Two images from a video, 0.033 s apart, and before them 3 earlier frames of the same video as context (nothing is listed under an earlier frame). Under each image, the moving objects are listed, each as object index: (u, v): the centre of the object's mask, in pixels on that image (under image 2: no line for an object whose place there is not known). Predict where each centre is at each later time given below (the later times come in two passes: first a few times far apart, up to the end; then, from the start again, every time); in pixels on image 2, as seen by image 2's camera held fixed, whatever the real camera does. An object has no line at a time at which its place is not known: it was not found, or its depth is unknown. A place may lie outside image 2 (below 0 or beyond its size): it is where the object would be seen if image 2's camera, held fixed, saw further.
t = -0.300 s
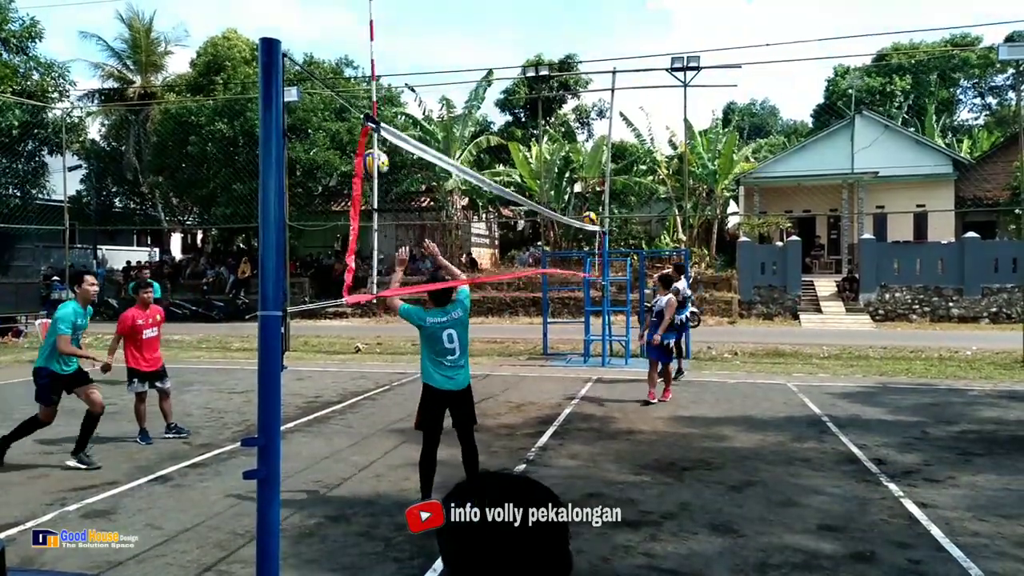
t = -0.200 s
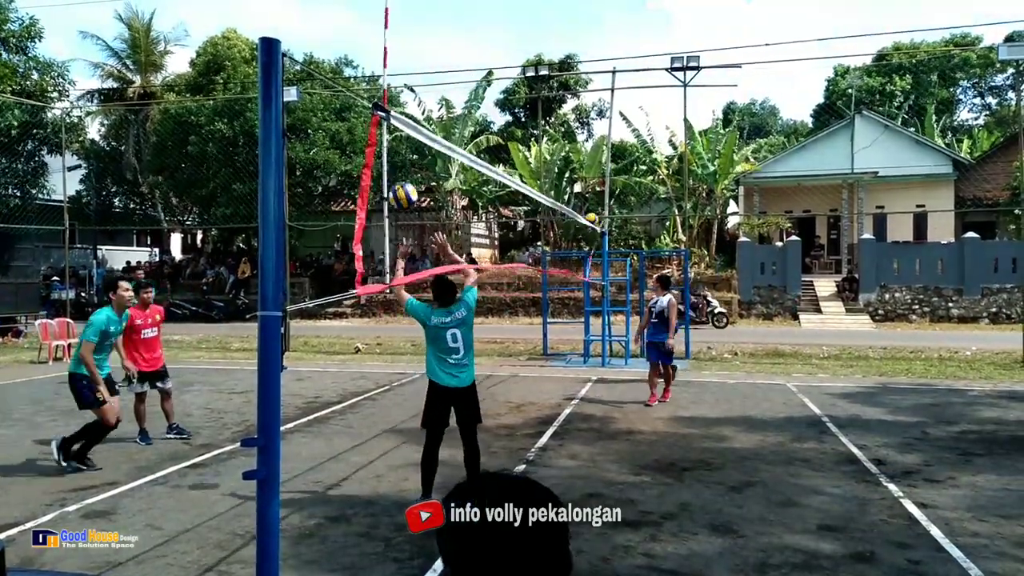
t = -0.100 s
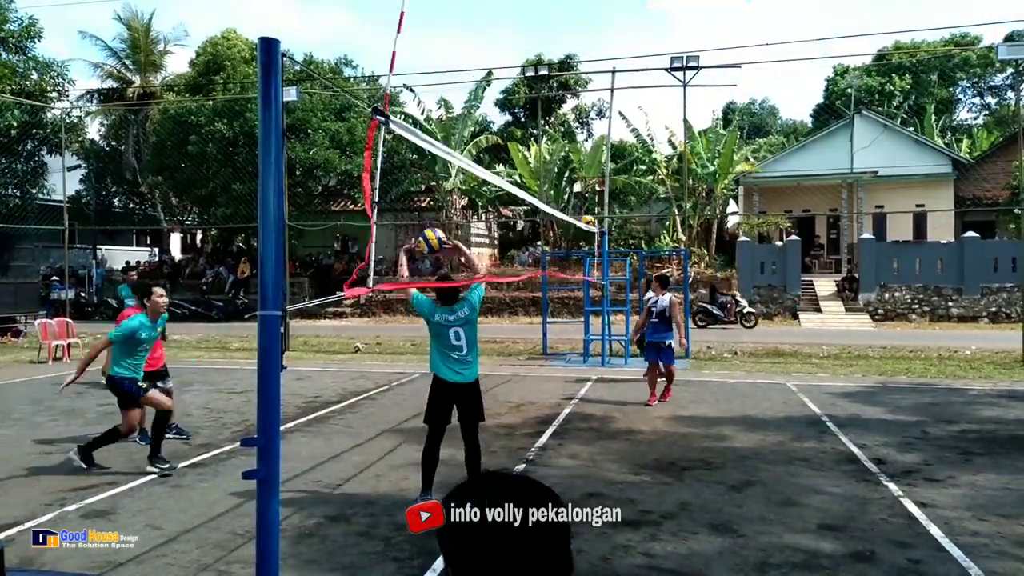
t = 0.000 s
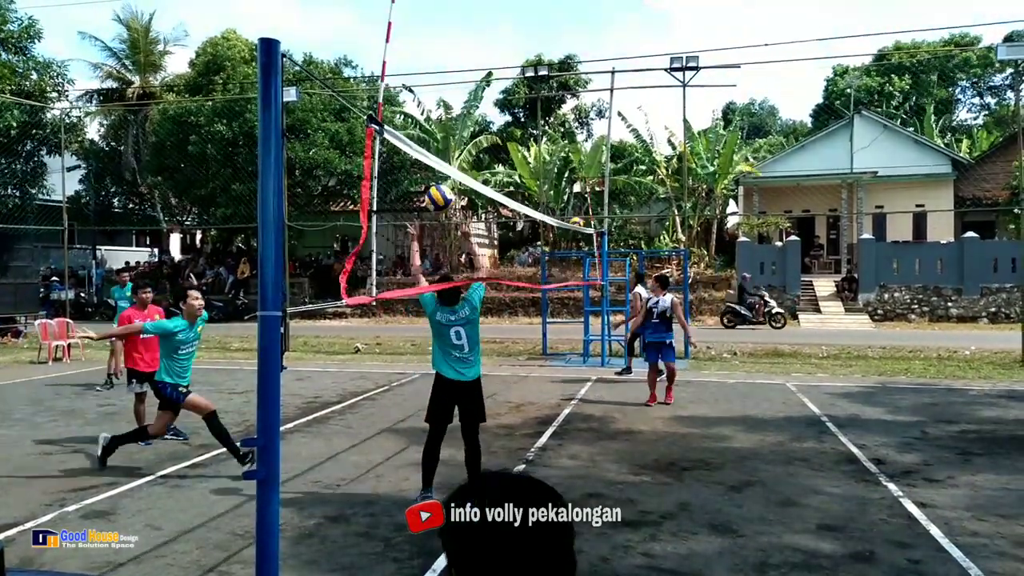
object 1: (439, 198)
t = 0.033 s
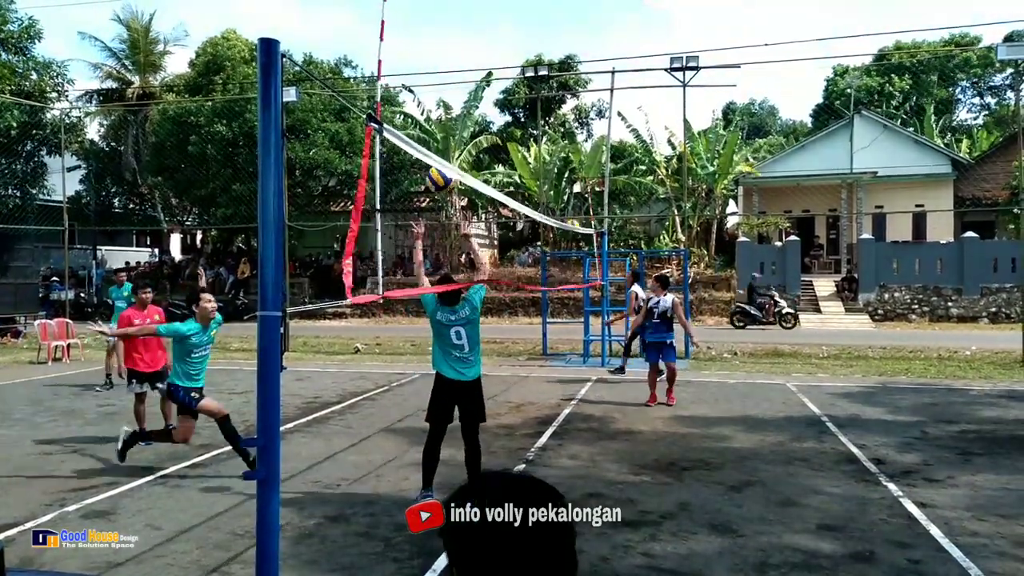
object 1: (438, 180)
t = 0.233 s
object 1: (446, 92)
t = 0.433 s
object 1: (453, 56)
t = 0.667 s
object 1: (459, 79)
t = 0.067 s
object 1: (445, 152)
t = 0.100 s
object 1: (444, 141)
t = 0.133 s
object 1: (443, 127)
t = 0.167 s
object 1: (443, 115)
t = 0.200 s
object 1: (445, 104)
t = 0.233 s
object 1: (446, 92)
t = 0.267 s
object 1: (447, 82)
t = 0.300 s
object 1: (448, 74)
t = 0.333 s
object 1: (449, 68)
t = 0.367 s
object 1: (451, 63)
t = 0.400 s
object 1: (452, 59)
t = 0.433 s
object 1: (453, 56)
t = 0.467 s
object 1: (454, 56)
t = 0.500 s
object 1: (455, 56)
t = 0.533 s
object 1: (456, 58)
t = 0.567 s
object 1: (457, 61)
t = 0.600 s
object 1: (458, 65)
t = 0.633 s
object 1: (458, 71)
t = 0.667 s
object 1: (459, 79)
